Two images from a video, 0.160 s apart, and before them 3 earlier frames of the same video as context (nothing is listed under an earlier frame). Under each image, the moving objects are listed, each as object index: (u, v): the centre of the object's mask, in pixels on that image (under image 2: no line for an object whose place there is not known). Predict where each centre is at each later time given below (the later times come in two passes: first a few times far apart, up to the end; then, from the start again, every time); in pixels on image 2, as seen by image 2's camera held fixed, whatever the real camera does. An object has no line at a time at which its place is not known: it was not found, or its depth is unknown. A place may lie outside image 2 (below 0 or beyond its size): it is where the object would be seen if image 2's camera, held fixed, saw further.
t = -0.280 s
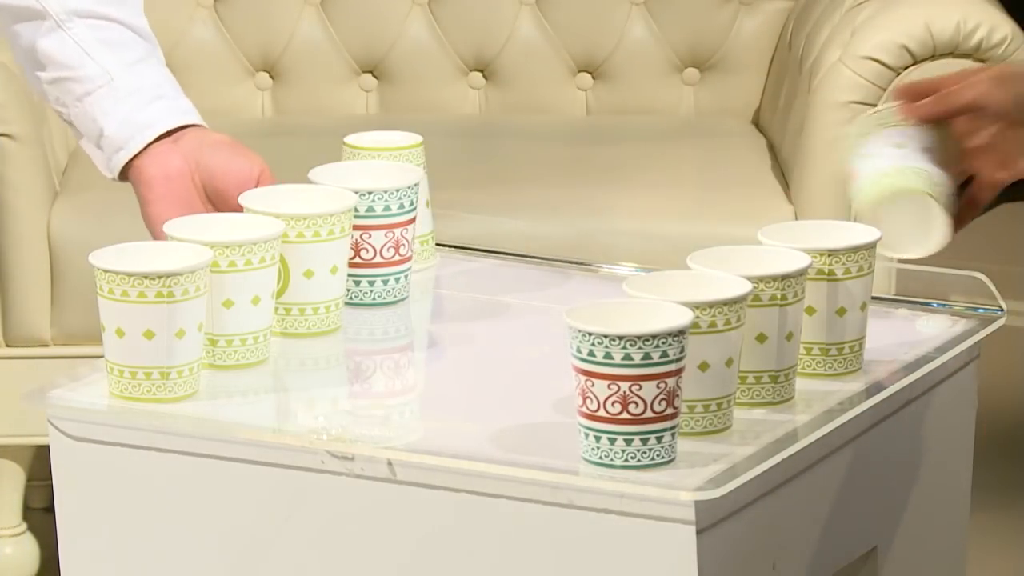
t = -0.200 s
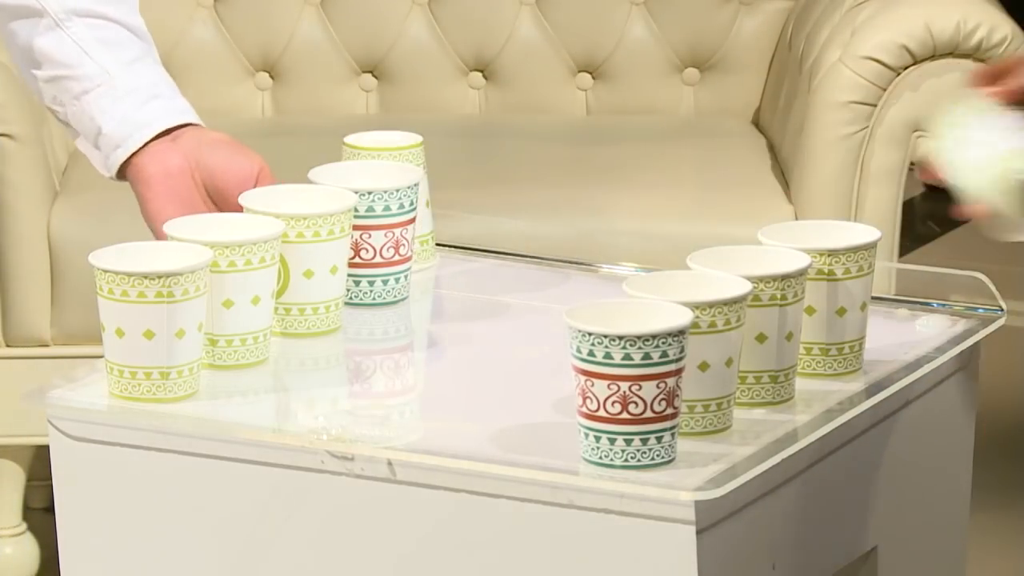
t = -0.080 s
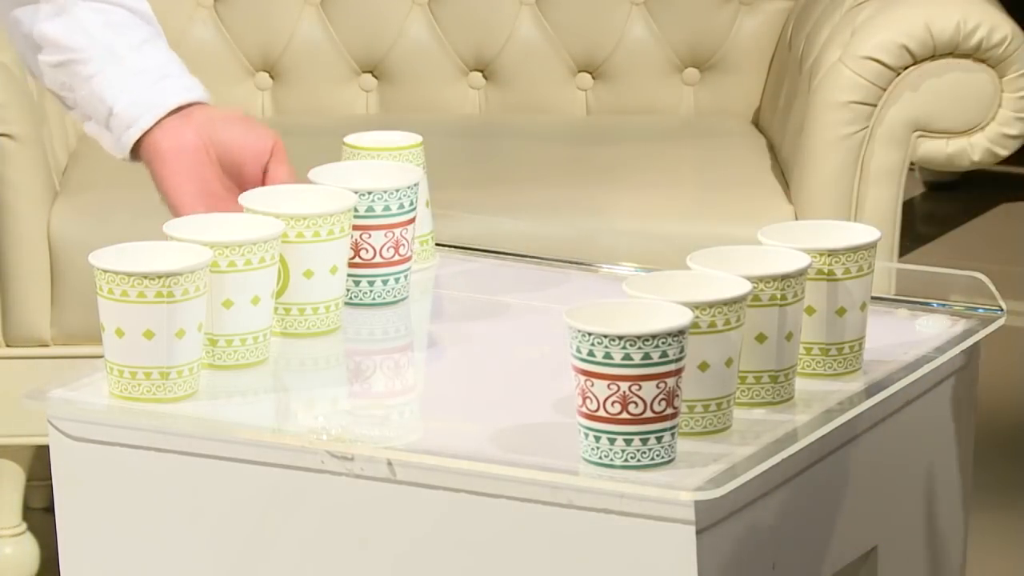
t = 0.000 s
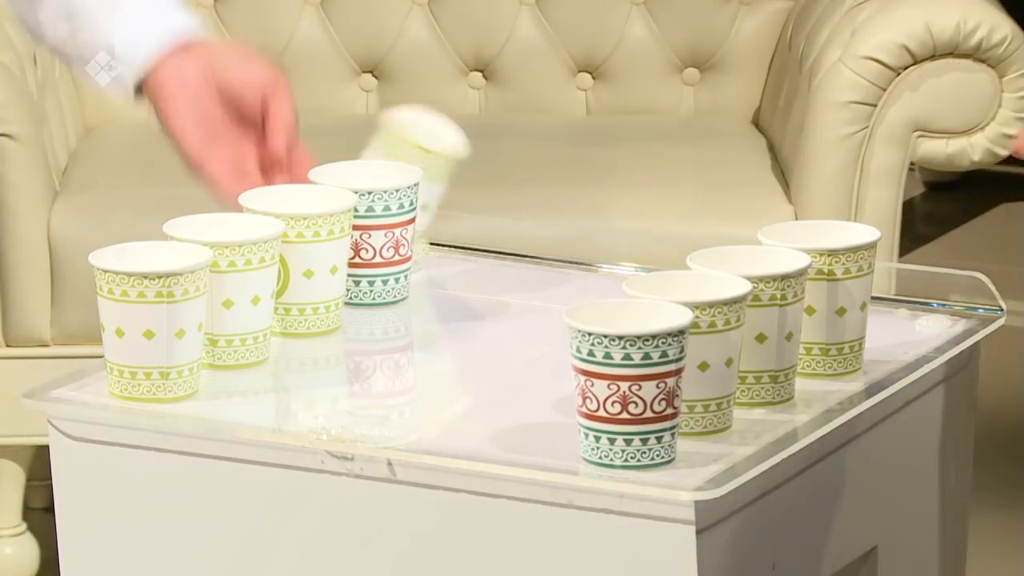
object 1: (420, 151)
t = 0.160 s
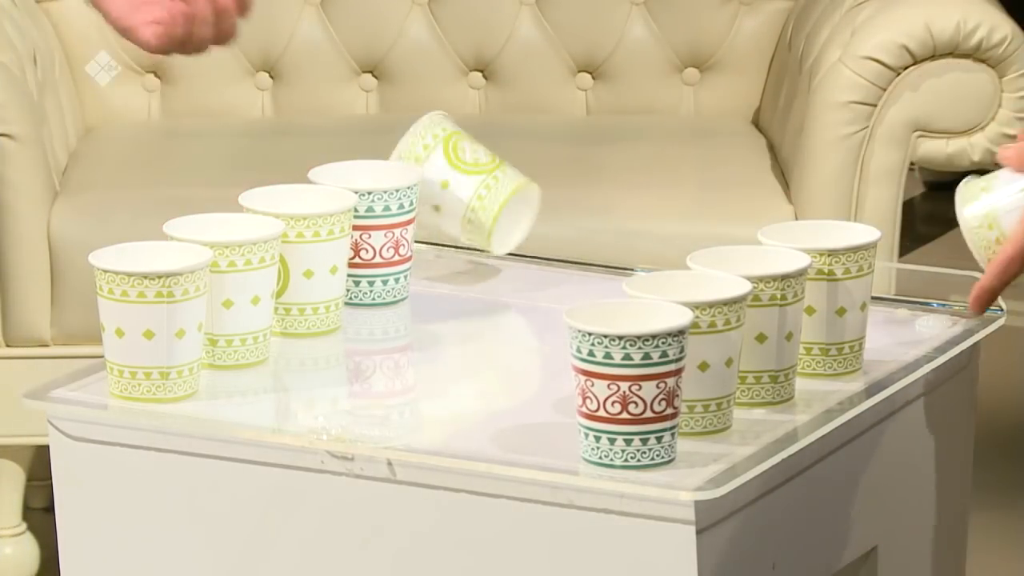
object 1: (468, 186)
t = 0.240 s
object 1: (484, 224)
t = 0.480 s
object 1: (515, 231)
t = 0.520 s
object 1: (516, 231)
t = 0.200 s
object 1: (477, 197)
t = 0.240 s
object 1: (484, 224)
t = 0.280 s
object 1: (491, 216)
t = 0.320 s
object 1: (499, 225)
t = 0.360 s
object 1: (505, 226)
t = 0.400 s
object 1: (509, 231)
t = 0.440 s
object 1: (513, 231)
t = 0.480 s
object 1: (515, 231)
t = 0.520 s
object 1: (516, 231)
